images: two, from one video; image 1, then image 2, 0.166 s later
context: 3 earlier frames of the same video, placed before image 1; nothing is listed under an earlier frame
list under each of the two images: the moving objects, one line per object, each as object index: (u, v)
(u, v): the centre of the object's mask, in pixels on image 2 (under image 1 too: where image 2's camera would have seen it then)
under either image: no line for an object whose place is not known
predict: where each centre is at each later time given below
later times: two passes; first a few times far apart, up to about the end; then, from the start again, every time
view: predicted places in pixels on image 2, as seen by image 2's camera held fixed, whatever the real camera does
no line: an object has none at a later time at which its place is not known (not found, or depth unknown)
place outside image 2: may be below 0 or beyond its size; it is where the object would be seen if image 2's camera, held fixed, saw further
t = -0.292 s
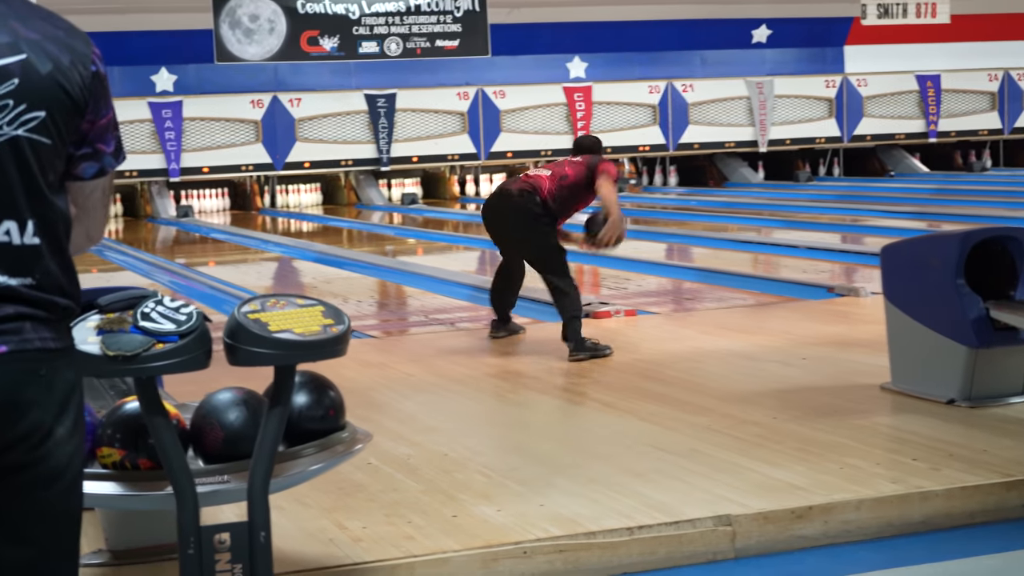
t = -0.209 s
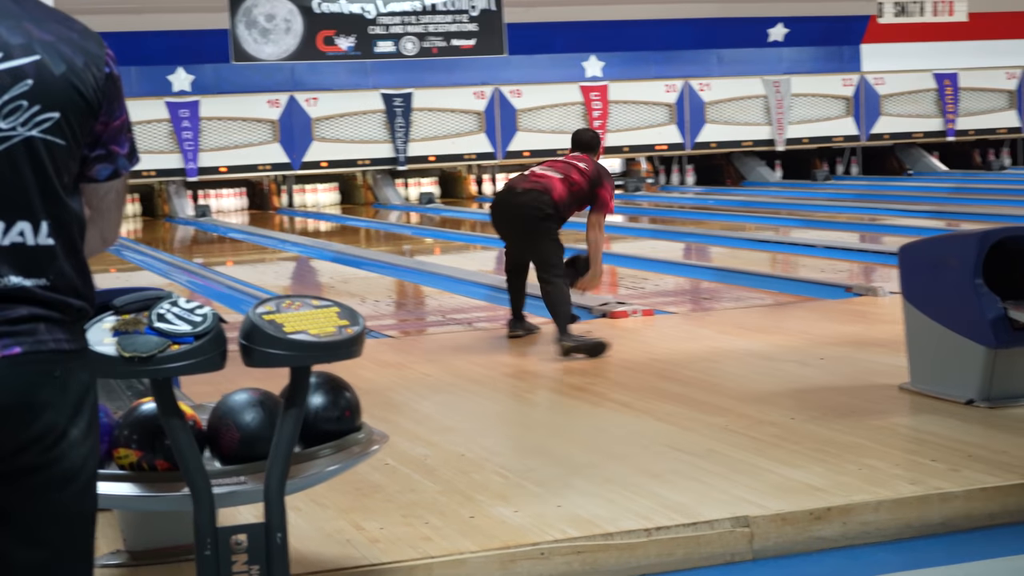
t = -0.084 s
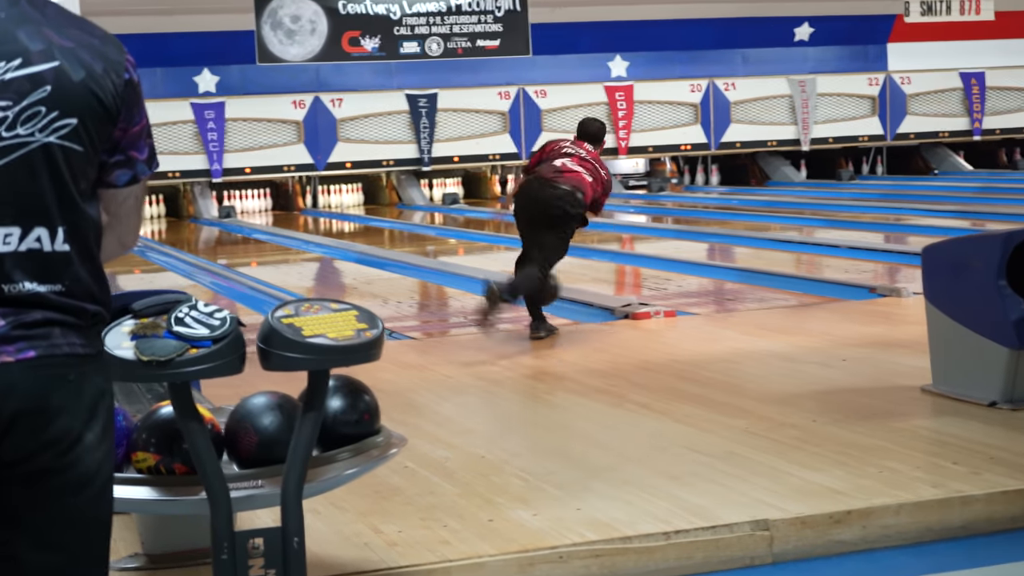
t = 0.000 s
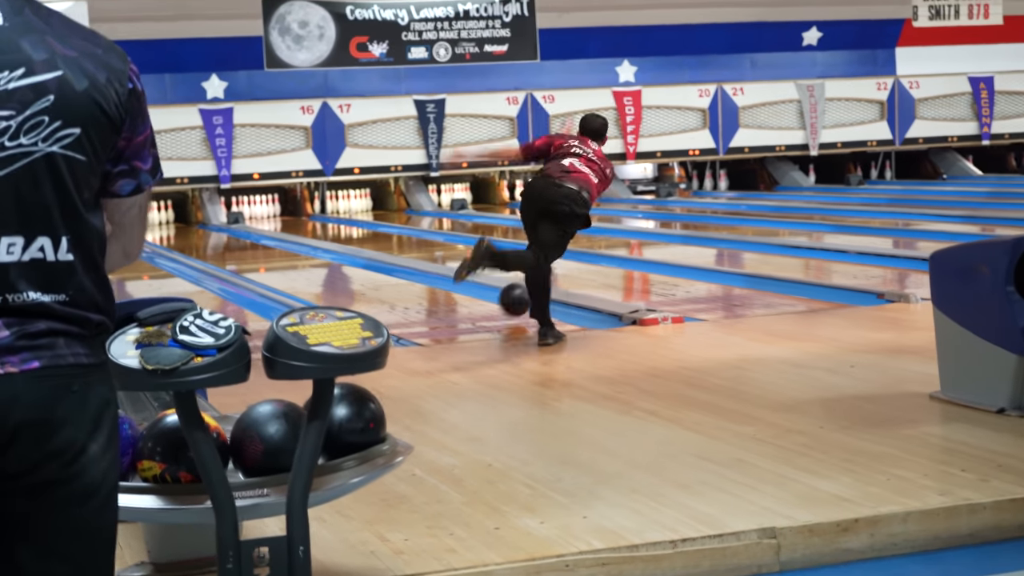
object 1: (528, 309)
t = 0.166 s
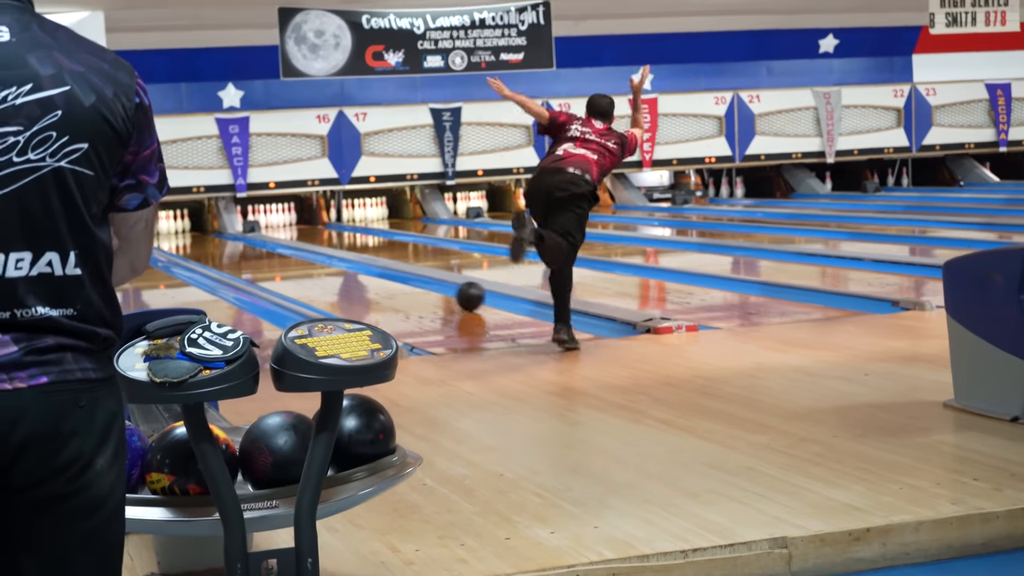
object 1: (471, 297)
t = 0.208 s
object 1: (457, 293)
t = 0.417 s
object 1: (402, 278)
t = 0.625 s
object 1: (360, 267)
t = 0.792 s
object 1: (331, 259)
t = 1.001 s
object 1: (300, 251)
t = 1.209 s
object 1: (273, 244)
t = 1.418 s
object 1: (249, 239)
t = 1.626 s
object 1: (227, 234)
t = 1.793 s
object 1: (209, 231)
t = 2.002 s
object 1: (188, 229)
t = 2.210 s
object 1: (166, 226)
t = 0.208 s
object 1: (457, 293)
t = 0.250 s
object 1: (445, 289)
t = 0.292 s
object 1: (433, 286)
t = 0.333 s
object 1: (422, 283)
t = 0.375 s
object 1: (412, 281)
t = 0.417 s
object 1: (402, 278)
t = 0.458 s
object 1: (393, 276)
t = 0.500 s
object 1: (385, 273)
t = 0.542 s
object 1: (376, 271)
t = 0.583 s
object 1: (368, 269)
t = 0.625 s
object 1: (360, 267)
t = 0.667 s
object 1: (352, 264)
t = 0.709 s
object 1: (345, 263)
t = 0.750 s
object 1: (338, 261)
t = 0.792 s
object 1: (331, 259)
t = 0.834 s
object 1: (324, 257)
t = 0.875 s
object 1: (318, 256)
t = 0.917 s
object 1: (312, 254)
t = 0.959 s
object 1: (305, 253)
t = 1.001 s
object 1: (300, 251)
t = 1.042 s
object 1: (294, 250)
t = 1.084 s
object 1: (288, 248)
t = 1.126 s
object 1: (282, 247)
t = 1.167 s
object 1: (277, 246)
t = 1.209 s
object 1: (273, 244)
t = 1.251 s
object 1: (268, 243)
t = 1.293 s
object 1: (263, 242)
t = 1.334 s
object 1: (258, 241)
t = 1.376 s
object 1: (253, 240)
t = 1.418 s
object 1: (249, 239)
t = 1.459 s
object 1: (245, 238)
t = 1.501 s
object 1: (240, 237)
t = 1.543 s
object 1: (235, 236)
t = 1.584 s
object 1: (231, 235)
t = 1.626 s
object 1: (227, 234)
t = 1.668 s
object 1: (222, 234)
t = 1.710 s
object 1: (218, 233)
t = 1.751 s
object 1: (213, 232)
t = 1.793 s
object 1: (209, 231)
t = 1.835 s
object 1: (205, 231)
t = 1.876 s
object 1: (202, 230)
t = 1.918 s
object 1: (197, 230)
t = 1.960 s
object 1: (192, 229)
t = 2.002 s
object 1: (188, 229)
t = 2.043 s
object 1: (184, 229)
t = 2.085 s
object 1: (179, 229)
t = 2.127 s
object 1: (175, 228)
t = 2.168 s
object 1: (170, 227)
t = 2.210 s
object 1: (166, 226)
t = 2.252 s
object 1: (161, 227)
